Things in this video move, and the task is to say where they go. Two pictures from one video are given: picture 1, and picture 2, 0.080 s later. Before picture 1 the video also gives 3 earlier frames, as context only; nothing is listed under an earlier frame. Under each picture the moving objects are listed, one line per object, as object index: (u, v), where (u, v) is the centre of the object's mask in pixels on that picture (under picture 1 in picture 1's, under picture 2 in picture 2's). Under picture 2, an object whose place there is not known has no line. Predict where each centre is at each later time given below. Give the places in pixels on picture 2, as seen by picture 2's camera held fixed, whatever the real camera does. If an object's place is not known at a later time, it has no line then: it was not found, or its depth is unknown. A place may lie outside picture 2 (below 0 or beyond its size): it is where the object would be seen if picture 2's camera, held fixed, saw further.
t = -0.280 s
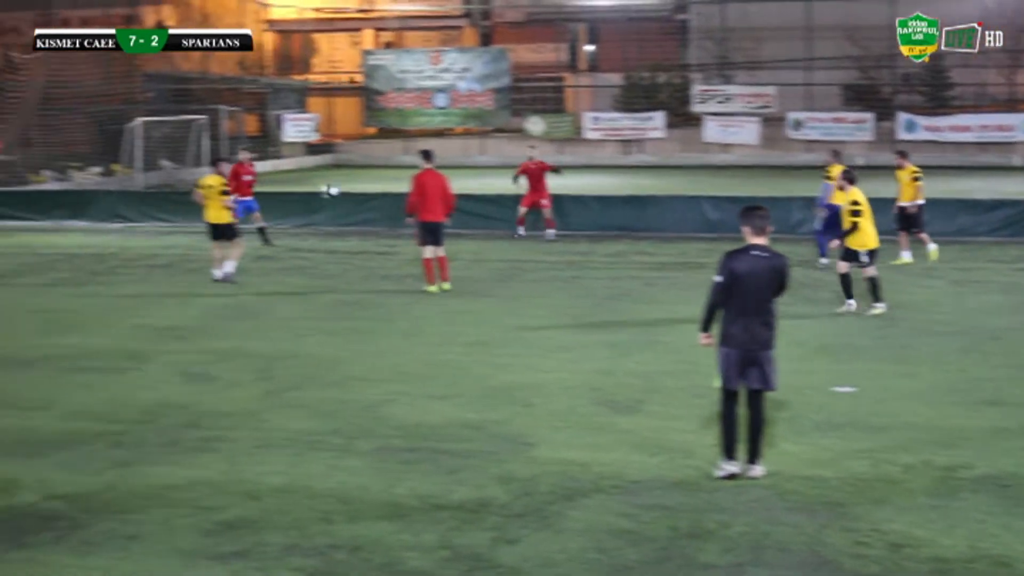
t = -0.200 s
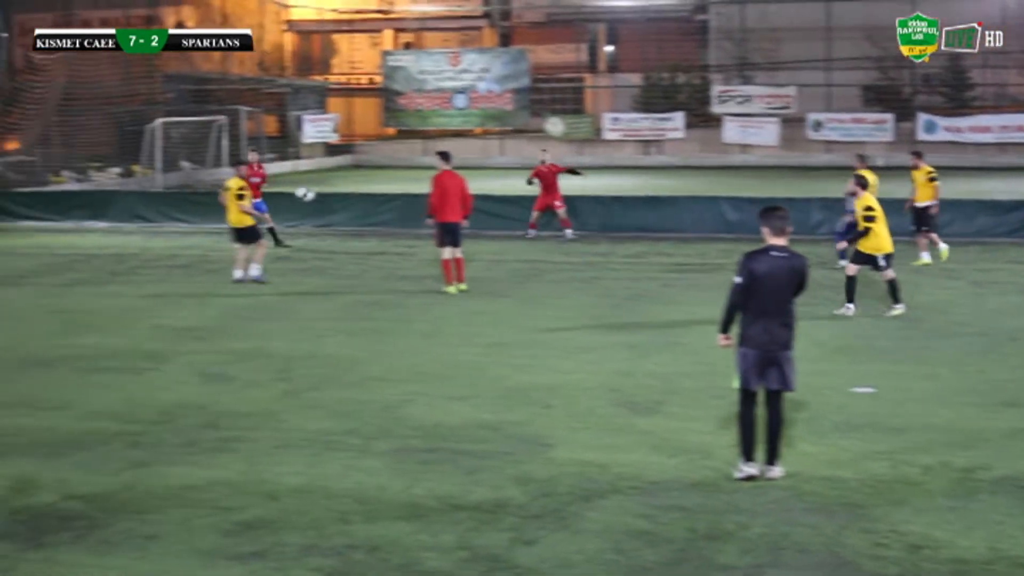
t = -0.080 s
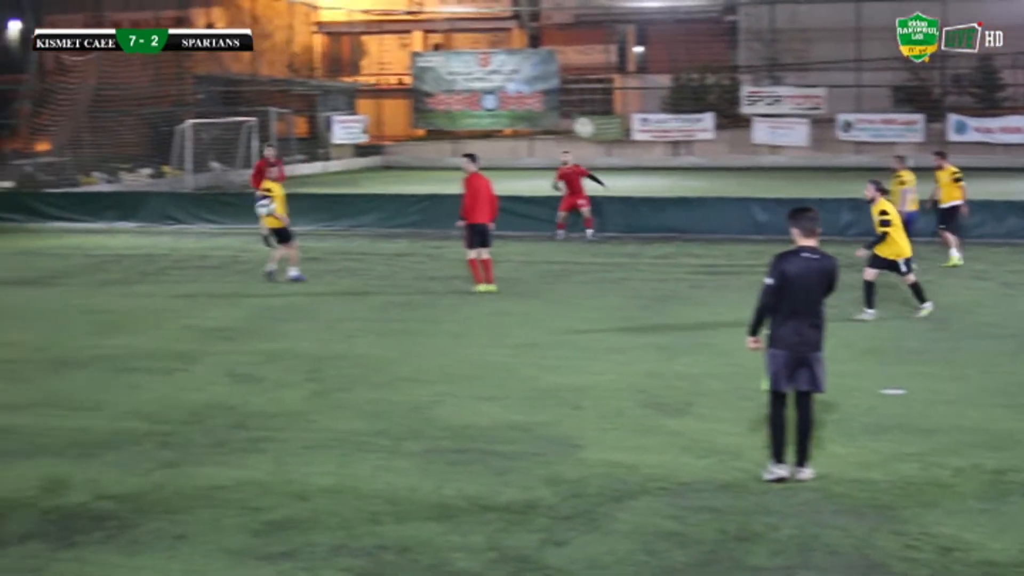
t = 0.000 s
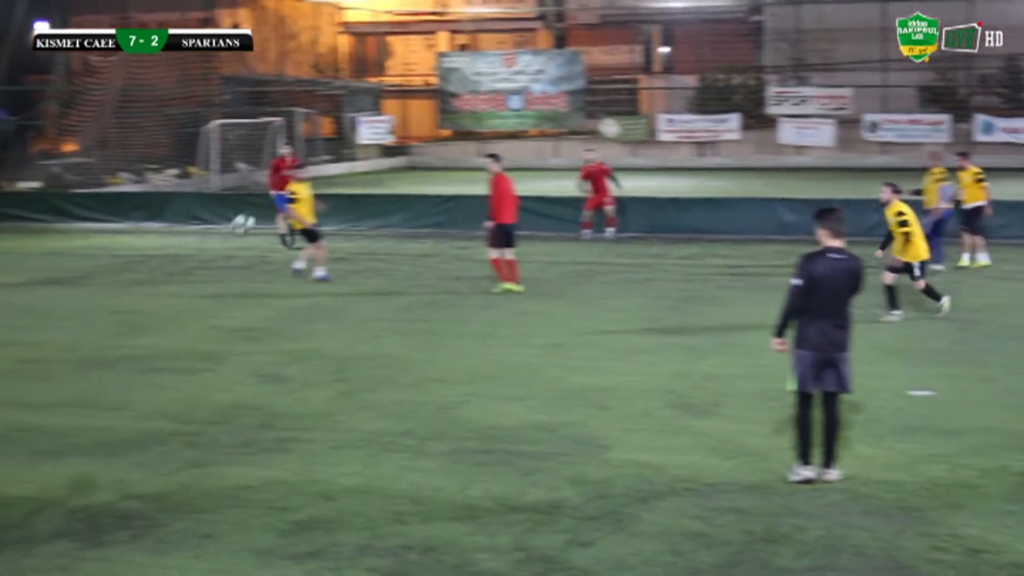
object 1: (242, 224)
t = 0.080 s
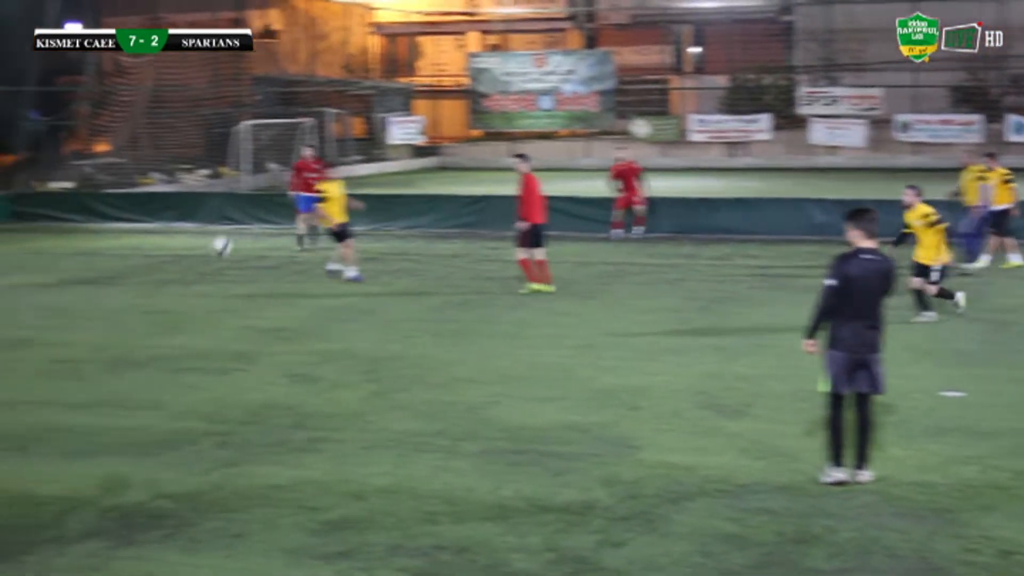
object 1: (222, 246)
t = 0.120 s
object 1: (198, 260)
